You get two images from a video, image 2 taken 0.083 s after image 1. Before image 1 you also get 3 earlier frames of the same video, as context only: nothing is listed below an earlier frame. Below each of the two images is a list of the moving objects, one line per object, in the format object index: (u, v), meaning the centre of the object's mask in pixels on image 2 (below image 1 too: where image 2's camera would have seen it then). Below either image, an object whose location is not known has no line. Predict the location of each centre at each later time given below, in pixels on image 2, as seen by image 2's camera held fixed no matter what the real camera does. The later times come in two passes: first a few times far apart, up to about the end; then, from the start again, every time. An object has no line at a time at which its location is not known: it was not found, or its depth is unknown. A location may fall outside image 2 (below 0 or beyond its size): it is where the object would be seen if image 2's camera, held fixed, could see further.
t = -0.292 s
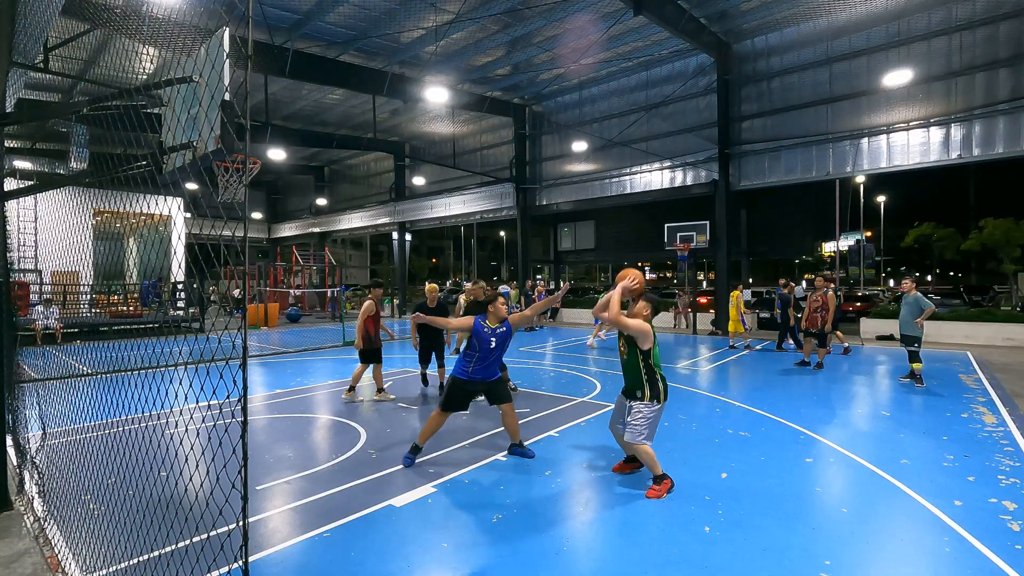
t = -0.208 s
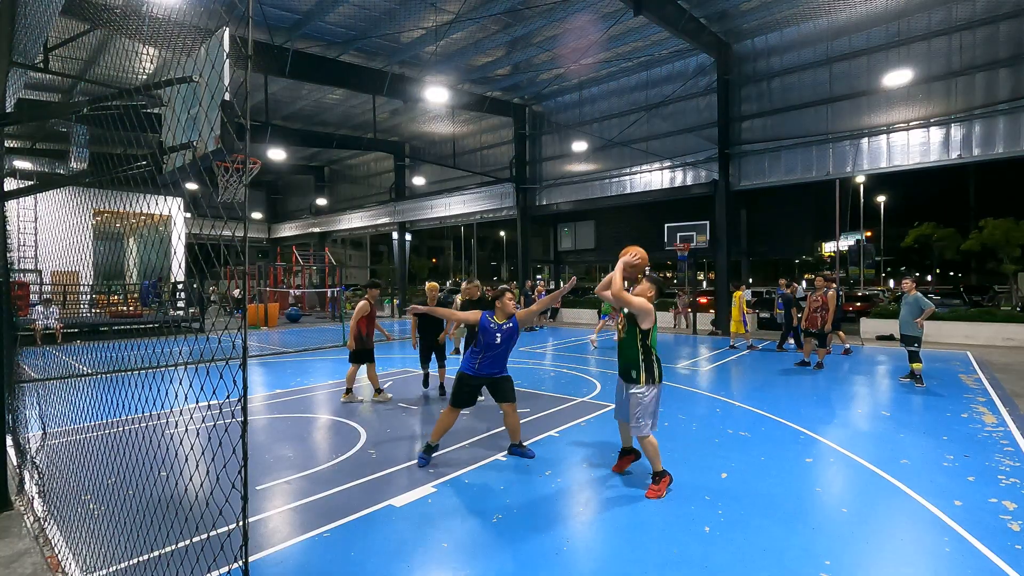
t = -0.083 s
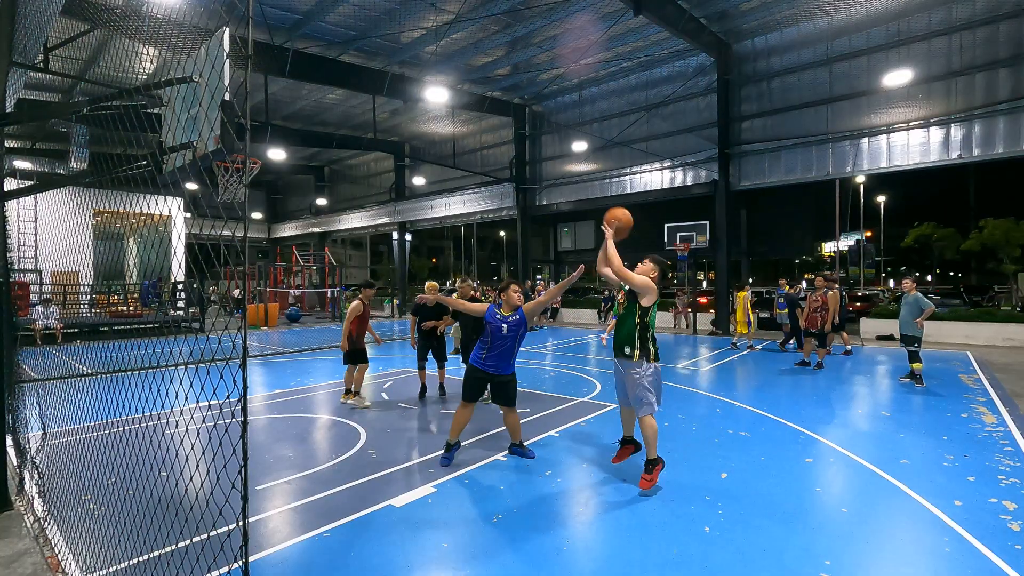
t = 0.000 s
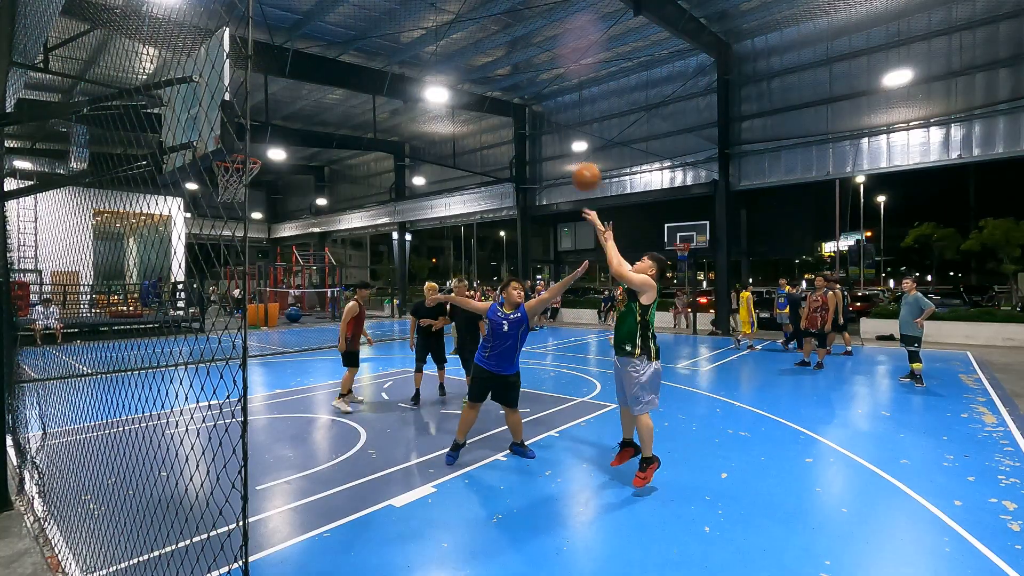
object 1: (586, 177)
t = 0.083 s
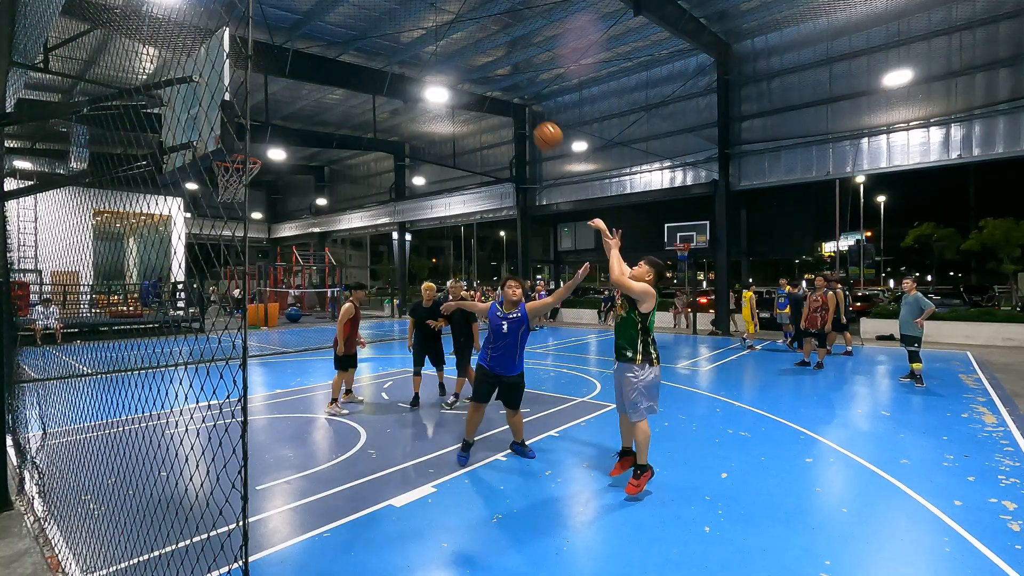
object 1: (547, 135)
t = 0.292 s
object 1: (460, 75)
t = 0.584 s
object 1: (352, 71)
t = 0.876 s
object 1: (261, 143)
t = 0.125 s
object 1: (529, 120)
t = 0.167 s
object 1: (511, 105)
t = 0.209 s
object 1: (494, 94)
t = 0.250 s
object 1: (477, 83)
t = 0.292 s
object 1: (460, 75)
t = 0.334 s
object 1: (444, 70)
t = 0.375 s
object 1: (428, 64)
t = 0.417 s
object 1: (412, 63)
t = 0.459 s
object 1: (397, 62)
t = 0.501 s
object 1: (381, 63)
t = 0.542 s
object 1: (367, 66)
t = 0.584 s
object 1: (352, 71)
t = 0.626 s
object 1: (339, 76)
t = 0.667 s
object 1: (325, 83)
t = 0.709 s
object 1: (311, 92)
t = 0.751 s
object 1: (298, 104)
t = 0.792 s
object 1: (286, 115)
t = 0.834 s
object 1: (273, 129)
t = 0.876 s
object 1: (261, 143)
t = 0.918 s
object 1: (256, 151)
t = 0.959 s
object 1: (245, 150)
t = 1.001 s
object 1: (236, 159)
